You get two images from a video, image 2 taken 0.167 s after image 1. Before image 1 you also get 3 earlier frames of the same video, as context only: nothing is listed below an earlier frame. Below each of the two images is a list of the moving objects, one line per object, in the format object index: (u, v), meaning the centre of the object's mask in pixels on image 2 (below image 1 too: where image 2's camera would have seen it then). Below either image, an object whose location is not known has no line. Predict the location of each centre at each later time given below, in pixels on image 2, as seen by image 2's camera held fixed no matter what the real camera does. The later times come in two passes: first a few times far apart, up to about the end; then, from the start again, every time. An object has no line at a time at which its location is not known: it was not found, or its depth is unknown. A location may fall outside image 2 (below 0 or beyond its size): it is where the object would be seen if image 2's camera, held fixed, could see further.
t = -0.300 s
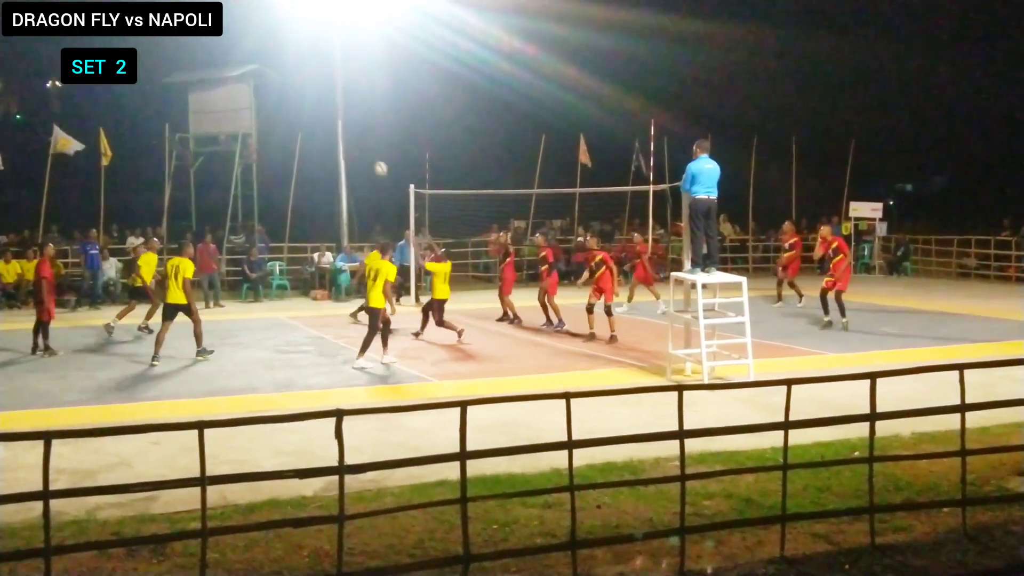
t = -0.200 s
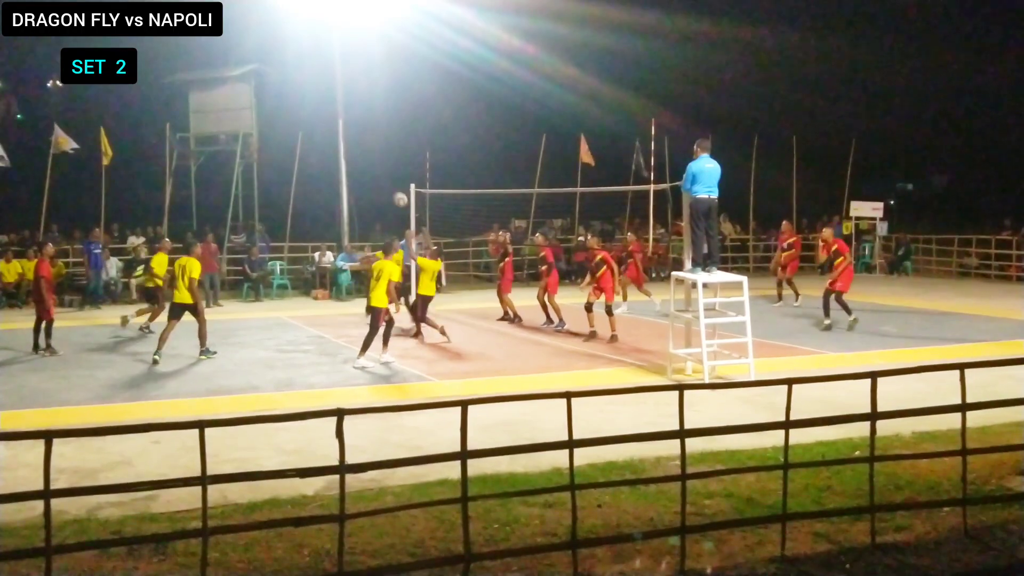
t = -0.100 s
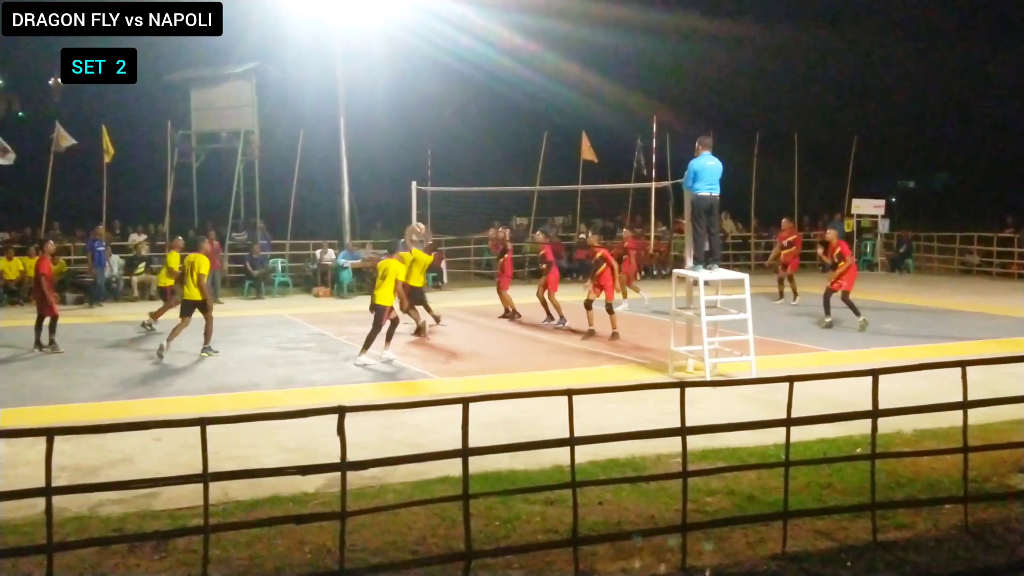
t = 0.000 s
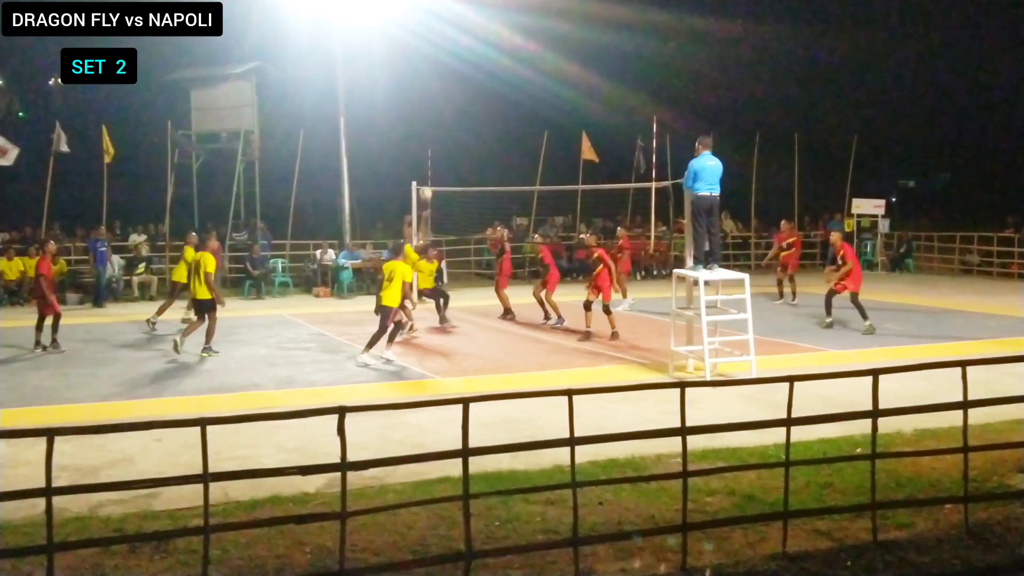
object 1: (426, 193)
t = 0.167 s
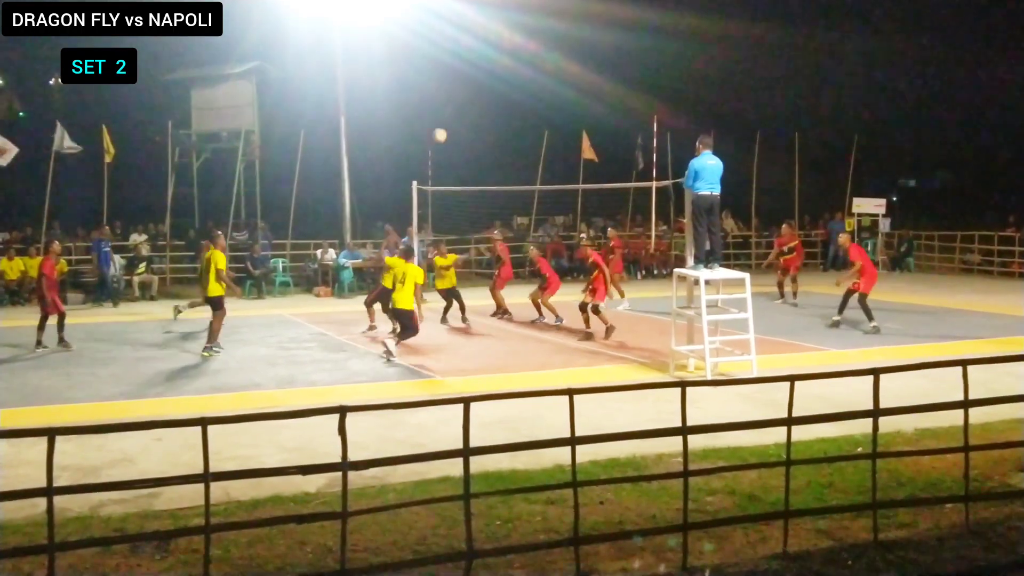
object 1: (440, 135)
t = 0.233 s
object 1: (446, 117)
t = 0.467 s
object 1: (468, 76)
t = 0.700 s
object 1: (493, 68)
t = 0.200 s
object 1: (442, 126)
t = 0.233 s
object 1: (446, 117)
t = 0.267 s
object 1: (449, 109)
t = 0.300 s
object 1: (452, 102)
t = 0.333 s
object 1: (456, 95)
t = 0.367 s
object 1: (459, 89)
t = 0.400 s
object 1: (462, 84)
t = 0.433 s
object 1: (465, 80)
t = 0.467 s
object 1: (468, 76)
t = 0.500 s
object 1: (472, 73)
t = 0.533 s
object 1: (475, 70)
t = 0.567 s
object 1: (478, 69)
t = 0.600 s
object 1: (483, 67)
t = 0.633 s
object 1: (486, 66)
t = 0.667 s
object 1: (489, 67)
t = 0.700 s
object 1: (493, 68)
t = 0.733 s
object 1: (496, 70)
